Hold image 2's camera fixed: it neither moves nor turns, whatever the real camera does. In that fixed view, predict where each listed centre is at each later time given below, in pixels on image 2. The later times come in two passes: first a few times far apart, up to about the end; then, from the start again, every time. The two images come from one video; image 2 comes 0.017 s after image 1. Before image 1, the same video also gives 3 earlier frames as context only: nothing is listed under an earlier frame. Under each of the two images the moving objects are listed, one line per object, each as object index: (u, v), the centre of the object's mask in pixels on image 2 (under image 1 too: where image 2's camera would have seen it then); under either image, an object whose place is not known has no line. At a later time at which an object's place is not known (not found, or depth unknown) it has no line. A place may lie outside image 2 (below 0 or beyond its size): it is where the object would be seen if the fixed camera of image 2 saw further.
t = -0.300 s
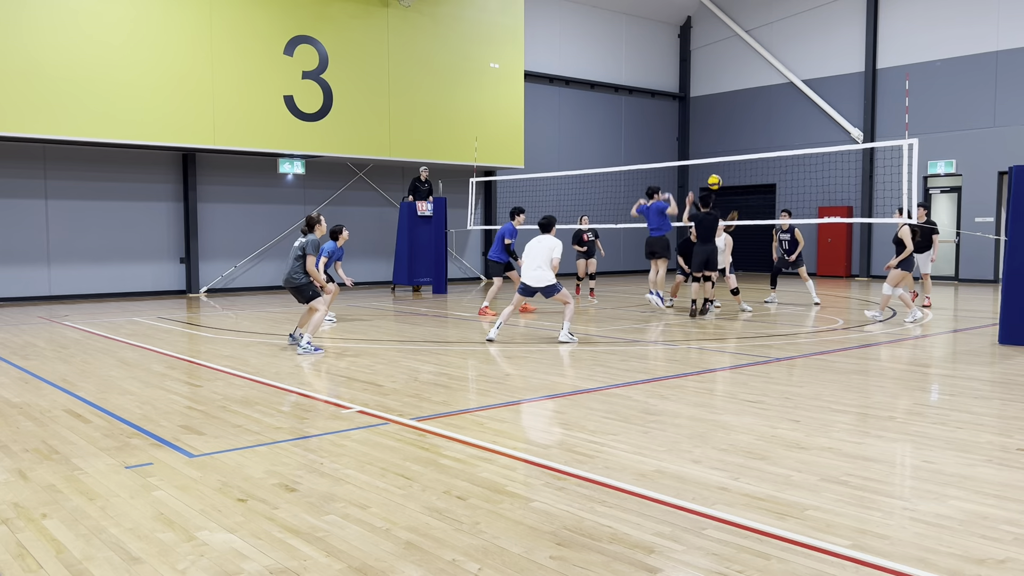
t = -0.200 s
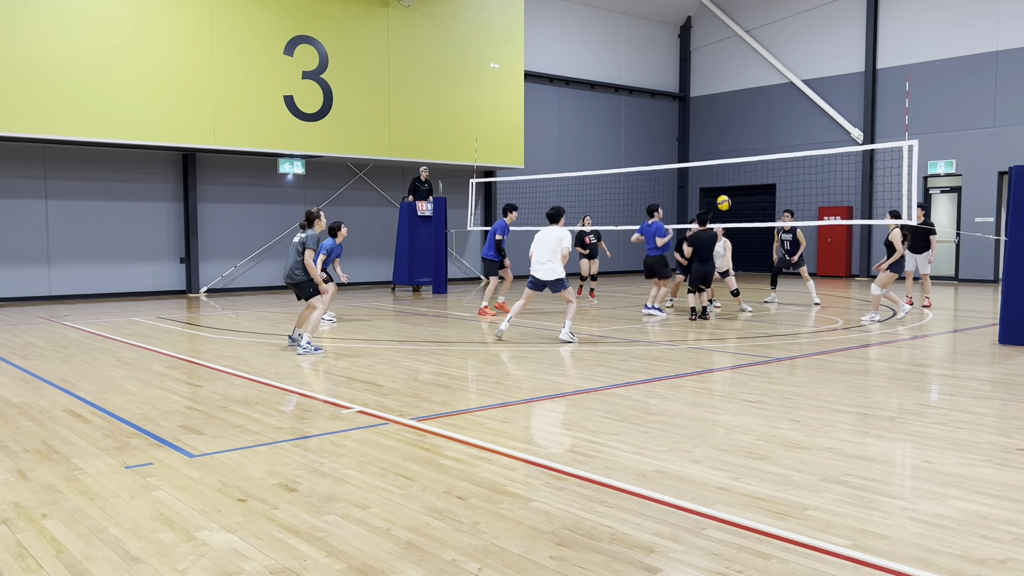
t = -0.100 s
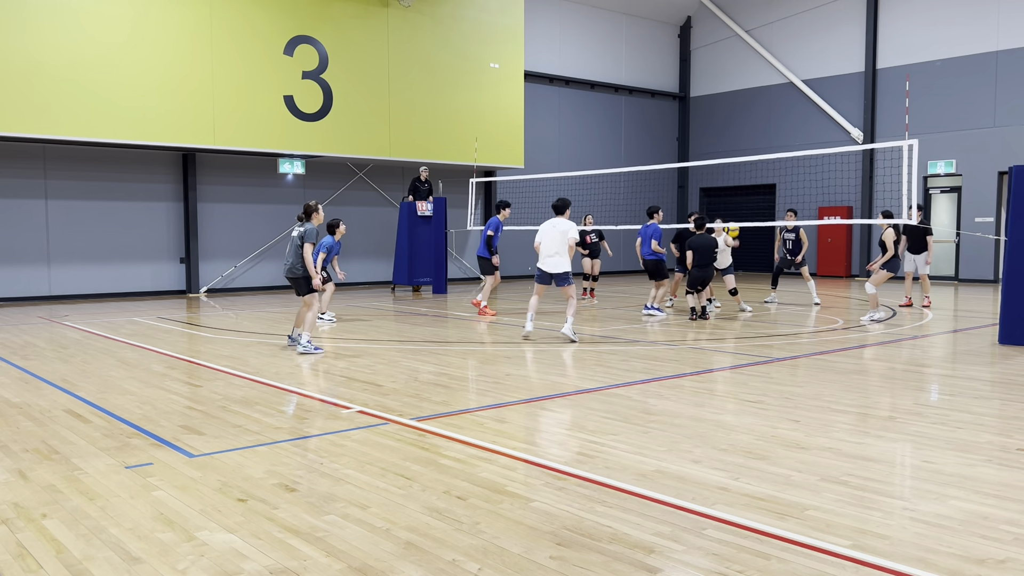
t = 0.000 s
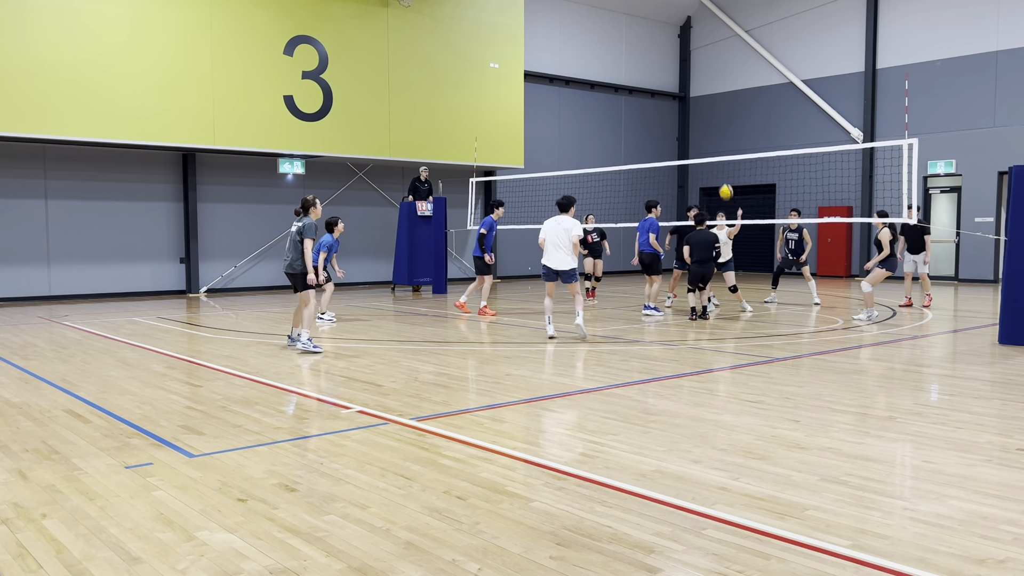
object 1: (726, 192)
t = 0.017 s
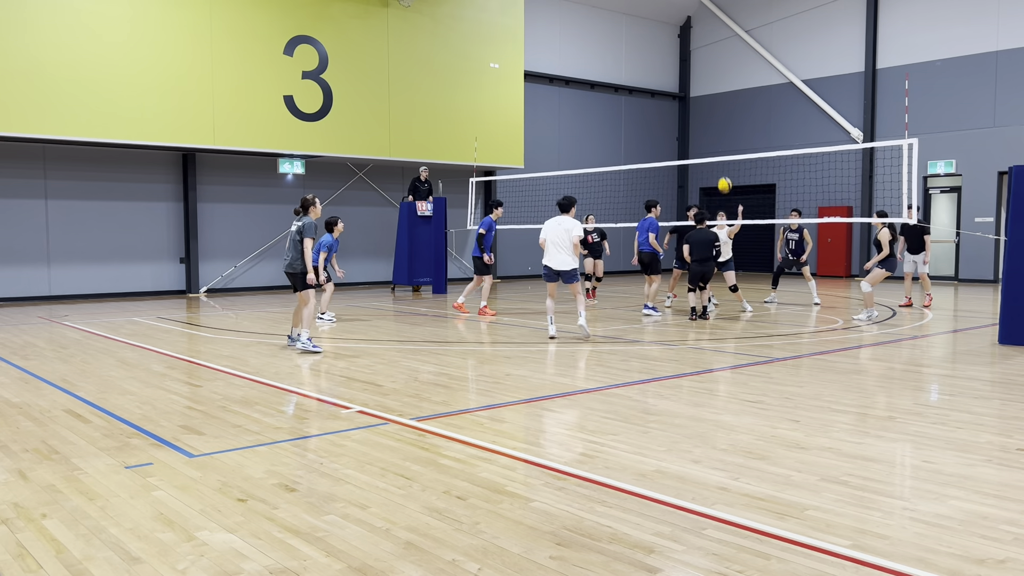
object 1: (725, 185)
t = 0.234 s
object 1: (707, 112)
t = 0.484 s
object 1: (686, 70)
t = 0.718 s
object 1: (669, 67)
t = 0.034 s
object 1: (723, 178)
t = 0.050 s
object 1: (722, 171)
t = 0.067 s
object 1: (720, 167)
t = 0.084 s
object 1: (718, 157)
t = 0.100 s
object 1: (717, 152)
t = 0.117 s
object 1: (716, 146)
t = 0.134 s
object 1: (714, 141)
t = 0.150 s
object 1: (713, 136)
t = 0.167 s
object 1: (712, 131)
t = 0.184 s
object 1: (711, 126)
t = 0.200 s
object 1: (709, 121)
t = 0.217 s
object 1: (708, 116)
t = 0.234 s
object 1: (707, 112)
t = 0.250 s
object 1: (705, 108)
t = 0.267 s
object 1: (704, 104)
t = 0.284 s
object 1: (702, 100)
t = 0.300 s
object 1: (701, 97)
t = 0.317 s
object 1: (700, 93)
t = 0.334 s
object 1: (698, 90)
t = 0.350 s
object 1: (697, 87)
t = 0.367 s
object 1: (696, 85)
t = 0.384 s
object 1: (694, 82)
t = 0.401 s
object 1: (693, 80)
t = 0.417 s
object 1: (692, 77)
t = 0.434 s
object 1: (690, 75)
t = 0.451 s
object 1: (689, 73)
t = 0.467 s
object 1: (688, 72)
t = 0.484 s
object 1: (686, 70)
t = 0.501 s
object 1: (685, 69)
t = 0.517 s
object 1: (684, 68)
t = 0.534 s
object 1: (683, 67)
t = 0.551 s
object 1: (681, 66)
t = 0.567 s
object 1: (680, 65)
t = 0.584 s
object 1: (679, 65)
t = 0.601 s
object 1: (678, 64)
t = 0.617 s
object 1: (677, 64)
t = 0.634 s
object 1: (675, 64)
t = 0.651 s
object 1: (674, 64)
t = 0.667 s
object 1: (673, 65)
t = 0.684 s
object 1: (672, 65)
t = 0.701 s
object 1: (671, 66)
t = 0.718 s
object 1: (669, 67)
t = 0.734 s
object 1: (668, 68)
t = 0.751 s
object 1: (667, 69)
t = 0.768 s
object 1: (666, 70)
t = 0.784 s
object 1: (665, 71)
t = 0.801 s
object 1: (664, 73)
